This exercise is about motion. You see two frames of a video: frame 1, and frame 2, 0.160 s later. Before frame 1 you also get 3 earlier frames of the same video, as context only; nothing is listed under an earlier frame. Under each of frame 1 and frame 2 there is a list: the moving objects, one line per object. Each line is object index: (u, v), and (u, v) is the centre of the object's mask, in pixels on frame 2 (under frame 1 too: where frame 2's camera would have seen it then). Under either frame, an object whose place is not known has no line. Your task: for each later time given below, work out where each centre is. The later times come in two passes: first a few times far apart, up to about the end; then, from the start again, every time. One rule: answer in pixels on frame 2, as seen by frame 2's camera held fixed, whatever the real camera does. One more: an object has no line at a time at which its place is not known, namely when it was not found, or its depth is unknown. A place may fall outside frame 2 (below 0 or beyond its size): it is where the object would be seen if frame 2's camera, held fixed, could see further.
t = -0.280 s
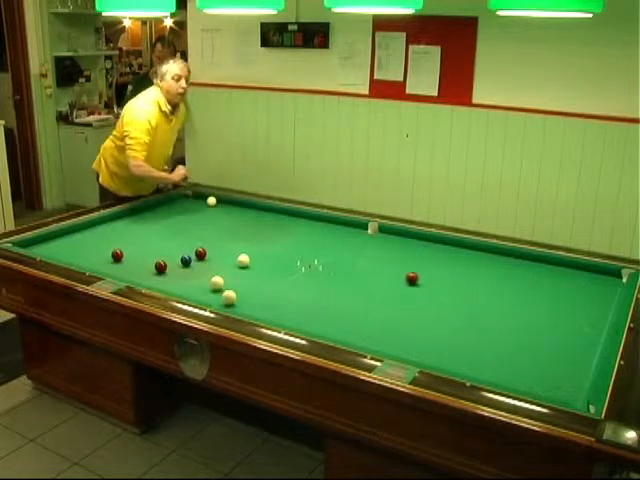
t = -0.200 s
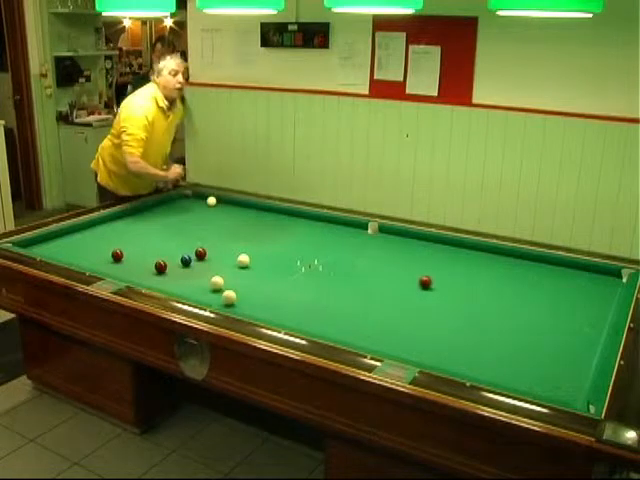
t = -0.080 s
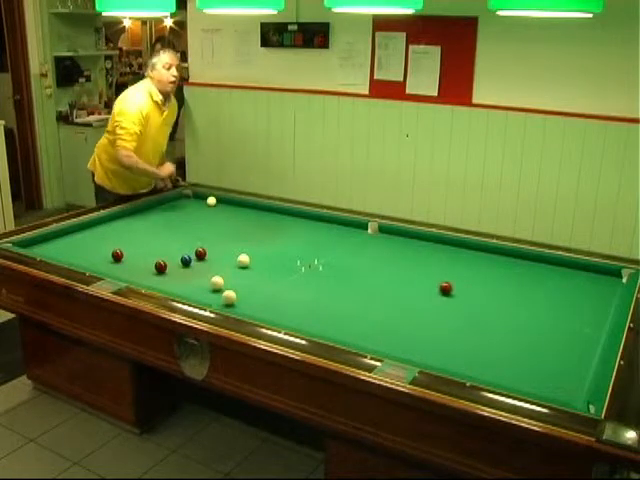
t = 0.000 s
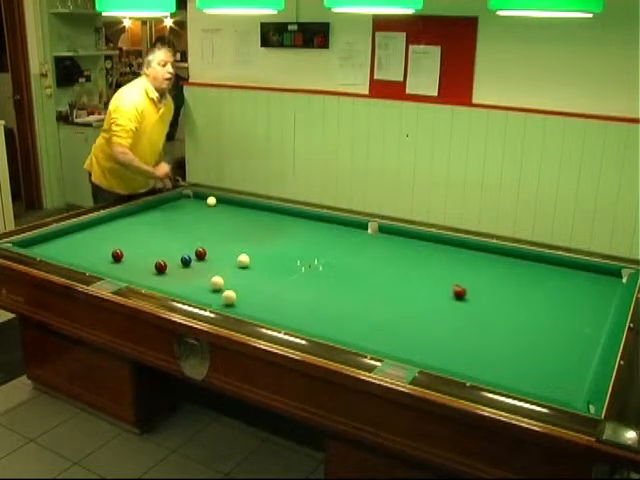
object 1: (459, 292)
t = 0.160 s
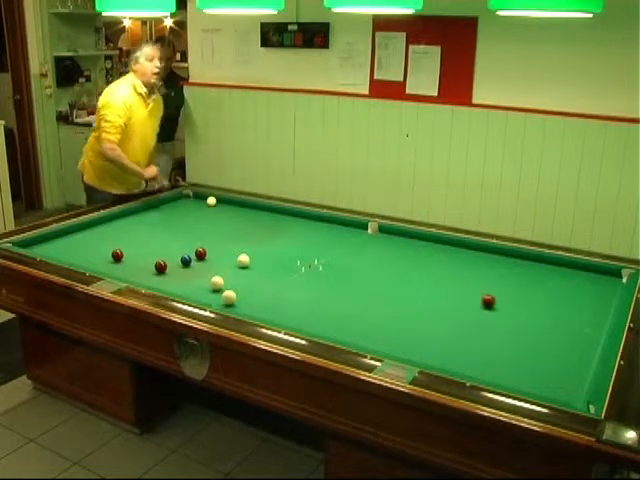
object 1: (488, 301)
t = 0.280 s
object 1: (510, 309)
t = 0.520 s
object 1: (558, 323)
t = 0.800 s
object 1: (590, 334)
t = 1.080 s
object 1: (550, 328)
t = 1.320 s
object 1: (518, 323)
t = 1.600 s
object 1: (483, 319)
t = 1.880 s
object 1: (450, 313)
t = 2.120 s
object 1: (423, 309)
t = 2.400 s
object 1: (393, 305)
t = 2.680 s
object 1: (364, 300)
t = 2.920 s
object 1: (341, 296)
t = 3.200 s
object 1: (316, 293)
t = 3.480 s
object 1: (291, 289)
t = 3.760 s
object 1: (269, 285)
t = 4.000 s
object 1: (251, 282)
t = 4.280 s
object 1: (231, 278)
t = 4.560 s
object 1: (211, 274)
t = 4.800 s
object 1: (197, 273)
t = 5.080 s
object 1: (181, 270)
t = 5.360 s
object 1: (170, 268)
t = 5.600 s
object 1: (168, 268)
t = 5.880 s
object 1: (166, 267)
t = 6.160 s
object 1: (164, 267)
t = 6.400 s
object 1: (164, 267)
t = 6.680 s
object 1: (164, 267)
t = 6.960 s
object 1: (164, 267)
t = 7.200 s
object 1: (164, 267)
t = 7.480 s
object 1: (164, 267)
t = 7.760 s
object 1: (164, 267)
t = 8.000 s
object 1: (164, 267)
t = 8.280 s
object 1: (164, 267)
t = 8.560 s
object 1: (164, 267)
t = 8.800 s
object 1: (164, 267)
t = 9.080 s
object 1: (164, 267)
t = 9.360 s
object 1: (164, 267)
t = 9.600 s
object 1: (164, 267)
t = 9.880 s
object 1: (164, 266)
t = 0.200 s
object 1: (495, 303)
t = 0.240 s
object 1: (503, 306)
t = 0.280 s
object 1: (510, 309)
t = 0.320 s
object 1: (518, 310)
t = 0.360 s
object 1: (526, 312)
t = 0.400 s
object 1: (534, 314)
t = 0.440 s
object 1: (542, 317)
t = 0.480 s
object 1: (550, 320)
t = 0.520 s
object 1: (558, 323)
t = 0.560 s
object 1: (566, 325)
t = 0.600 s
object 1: (574, 328)
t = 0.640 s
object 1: (582, 330)
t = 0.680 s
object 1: (591, 333)
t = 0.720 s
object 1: (600, 336)
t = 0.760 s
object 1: (596, 335)
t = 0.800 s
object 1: (590, 334)
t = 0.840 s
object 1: (583, 334)
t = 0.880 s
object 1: (577, 332)
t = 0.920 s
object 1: (572, 331)
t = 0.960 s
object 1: (566, 330)
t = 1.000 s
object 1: (561, 330)
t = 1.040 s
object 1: (555, 329)
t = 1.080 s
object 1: (550, 328)
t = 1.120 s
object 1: (544, 328)
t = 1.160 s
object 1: (539, 327)
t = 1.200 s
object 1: (534, 326)
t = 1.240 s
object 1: (529, 326)
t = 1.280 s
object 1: (524, 326)
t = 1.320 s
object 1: (518, 323)
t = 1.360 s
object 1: (514, 323)
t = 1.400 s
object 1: (508, 323)
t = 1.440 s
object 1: (503, 321)
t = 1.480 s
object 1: (499, 321)
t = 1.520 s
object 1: (493, 320)
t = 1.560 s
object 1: (488, 319)
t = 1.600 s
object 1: (483, 319)
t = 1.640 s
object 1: (478, 318)
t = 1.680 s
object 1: (474, 317)
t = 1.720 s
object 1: (469, 316)
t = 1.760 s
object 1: (464, 316)
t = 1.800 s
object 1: (459, 315)
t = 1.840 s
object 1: (455, 314)
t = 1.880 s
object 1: (450, 313)
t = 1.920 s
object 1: (445, 313)
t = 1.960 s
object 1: (441, 312)
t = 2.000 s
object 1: (436, 311)
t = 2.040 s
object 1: (432, 311)
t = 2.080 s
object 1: (427, 310)
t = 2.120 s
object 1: (423, 309)
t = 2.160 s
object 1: (418, 309)
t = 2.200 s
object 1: (414, 308)
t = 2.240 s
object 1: (410, 307)
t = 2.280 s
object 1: (405, 307)
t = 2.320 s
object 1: (401, 306)
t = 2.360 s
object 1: (397, 305)
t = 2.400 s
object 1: (393, 305)
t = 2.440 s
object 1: (389, 304)
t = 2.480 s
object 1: (384, 303)
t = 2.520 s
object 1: (380, 303)
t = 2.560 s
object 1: (376, 302)
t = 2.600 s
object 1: (372, 301)
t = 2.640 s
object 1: (368, 301)
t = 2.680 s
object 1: (364, 300)
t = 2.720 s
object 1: (360, 299)
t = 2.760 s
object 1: (356, 299)
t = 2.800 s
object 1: (352, 298)
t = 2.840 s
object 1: (348, 298)
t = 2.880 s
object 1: (345, 297)
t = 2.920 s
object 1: (341, 296)
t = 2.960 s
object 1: (337, 296)
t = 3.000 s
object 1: (334, 295)
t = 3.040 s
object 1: (330, 295)
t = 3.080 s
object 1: (326, 294)
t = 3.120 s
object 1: (322, 294)
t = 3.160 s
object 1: (319, 294)
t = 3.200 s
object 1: (316, 293)
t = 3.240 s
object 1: (312, 293)
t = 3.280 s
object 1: (308, 291)
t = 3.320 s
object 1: (305, 291)
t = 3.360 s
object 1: (301, 290)
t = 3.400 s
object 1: (298, 289)
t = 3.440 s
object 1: (295, 289)
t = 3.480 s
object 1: (291, 289)
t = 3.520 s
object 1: (288, 288)
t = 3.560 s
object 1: (285, 288)
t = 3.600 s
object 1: (281, 287)
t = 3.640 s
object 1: (278, 286)
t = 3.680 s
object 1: (275, 286)
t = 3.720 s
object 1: (272, 285)
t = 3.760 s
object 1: (269, 285)
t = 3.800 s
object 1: (266, 285)
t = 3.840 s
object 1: (263, 284)
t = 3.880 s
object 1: (260, 283)
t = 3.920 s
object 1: (257, 283)
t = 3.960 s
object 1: (254, 282)
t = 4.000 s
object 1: (251, 282)
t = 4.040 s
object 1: (248, 281)
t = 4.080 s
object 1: (245, 281)
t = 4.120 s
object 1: (242, 281)
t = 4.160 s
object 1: (239, 280)
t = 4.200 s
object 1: (236, 279)
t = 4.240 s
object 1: (234, 279)
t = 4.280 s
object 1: (231, 278)
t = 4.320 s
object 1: (228, 278)
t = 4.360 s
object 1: (227, 278)
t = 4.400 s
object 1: (224, 276)
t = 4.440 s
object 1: (222, 275)
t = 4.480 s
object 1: (218, 274)
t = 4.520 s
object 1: (215, 273)
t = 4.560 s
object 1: (211, 274)
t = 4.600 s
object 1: (209, 274)
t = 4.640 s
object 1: (207, 274)
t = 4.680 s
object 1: (205, 274)
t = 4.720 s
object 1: (202, 274)
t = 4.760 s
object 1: (200, 273)
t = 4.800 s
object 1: (197, 273)
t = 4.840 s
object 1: (195, 272)
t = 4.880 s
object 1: (193, 272)
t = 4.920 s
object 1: (190, 272)
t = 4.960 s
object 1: (188, 271)
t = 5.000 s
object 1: (186, 271)
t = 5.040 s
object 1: (183, 270)
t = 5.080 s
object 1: (181, 270)
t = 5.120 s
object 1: (179, 270)
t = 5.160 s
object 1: (177, 270)
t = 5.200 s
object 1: (175, 269)
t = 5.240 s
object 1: (173, 269)
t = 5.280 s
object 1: (172, 269)
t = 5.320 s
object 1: (171, 269)
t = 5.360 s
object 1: (170, 268)
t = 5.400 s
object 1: (170, 268)
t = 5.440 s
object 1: (169, 268)
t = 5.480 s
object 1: (169, 268)
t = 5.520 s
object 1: (168, 268)
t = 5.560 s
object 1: (168, 268)
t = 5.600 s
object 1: (168, 268)
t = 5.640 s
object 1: (167, 268)
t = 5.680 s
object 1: (167, 268)
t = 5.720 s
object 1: (167, 268)
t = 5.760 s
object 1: (166, 268)
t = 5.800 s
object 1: (166, 267)
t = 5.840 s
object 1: (166, 267)
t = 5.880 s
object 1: (166, 267)
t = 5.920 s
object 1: (165, 267)
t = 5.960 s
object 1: (165, 267)
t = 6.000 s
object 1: (165, 267)
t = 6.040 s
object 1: (165, 267)
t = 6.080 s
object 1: (164, 267)
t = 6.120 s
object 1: (164, 267)
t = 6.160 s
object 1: (164, 267)
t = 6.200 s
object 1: (164, 267)
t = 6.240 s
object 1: (164, 267)
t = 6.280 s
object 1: (164, 267)
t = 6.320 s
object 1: (164, 267)
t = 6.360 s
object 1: (164, 267)
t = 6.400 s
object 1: (164, 267)
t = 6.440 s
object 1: (164, 267)
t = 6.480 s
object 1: (164, 267)
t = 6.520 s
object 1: (164, 267)
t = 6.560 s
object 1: (164, 267)
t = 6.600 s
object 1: (164, 267)
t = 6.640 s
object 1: (164, 267)
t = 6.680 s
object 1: (164, 267)
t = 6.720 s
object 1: (164, 267)
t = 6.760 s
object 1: (164, 267)
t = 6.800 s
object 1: (164, 267)
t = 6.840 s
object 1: (164, 267)
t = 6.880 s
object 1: (164, 267)
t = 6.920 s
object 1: (164, 267)
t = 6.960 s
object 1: (164, 267)
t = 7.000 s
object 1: (164, 267)
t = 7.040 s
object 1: (164, 267)
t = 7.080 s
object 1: (164, 267)
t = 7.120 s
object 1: (164, 267)
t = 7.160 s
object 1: (164, 267)
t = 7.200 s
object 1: (164, 267)
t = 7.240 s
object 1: (164, 267)
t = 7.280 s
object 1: (164, 267)
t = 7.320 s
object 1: (164, 267)
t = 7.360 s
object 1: (164, 267)
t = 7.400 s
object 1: (164, 267)
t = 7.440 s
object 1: (164, 267)
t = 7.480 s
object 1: (164, 267)
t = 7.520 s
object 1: (164, 267)
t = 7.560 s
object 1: (164, 267)
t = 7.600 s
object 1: (164, 267)
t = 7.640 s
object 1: (164, 267)
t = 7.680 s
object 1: (164, 267)
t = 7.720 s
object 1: (164, 267)
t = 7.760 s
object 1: (164, 267)
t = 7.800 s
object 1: (164, 267)
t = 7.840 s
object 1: (164, 267)
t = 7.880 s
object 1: (164, 267)
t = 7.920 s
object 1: (164, 267)
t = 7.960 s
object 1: (164, 267)
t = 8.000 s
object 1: (164, 267)
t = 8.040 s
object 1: (164, 267)
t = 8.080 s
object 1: (164, 267)
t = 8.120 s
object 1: (164, 267)
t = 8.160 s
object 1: (164, 267)
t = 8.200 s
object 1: (164, 267)
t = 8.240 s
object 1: (164, 267)
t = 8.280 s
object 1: (164, 267)
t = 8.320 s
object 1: (164, 267)
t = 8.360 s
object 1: (164, 267)
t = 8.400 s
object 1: (164, 267)
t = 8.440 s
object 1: (164, 267)
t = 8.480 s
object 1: (164, 267)
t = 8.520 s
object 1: (164, 267)
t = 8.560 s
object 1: (164, 267)
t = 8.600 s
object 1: (164, 267)
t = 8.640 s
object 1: (164, 267)
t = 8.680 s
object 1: (164, 267)
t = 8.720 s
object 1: (164, 267)
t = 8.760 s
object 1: (164, 267)
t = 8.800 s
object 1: (164, 267)
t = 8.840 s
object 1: (164, 267)
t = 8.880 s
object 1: (164, 267)
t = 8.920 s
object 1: (164, 267)
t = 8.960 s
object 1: (164, 267)
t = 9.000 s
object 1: (164, 267)
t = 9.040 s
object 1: (164, 267)
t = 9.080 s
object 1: (164, 267)
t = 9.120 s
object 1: (164, 267)
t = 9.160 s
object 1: (164, 267)
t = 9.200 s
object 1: (164, 267)
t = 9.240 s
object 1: (164, 267)
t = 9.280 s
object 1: (164, 267)
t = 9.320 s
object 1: (164, 267)
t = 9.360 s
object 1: (164, 267)
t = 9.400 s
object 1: (164, 267)
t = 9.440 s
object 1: (164, 267)
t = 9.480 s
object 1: (164, 267)
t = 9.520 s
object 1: (164, 267)
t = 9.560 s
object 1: (164, 267)
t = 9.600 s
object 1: (164, 267)
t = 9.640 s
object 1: (164, 267)
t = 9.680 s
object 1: (164, 266)
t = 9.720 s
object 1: (164, 267)
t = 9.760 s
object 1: (164, 267)
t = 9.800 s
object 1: (164, 267)
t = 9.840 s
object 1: (164, 267)
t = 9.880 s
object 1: (164, 266)
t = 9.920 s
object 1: (164, 267)
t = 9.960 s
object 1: (164, 267)
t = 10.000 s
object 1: (164, 267)
